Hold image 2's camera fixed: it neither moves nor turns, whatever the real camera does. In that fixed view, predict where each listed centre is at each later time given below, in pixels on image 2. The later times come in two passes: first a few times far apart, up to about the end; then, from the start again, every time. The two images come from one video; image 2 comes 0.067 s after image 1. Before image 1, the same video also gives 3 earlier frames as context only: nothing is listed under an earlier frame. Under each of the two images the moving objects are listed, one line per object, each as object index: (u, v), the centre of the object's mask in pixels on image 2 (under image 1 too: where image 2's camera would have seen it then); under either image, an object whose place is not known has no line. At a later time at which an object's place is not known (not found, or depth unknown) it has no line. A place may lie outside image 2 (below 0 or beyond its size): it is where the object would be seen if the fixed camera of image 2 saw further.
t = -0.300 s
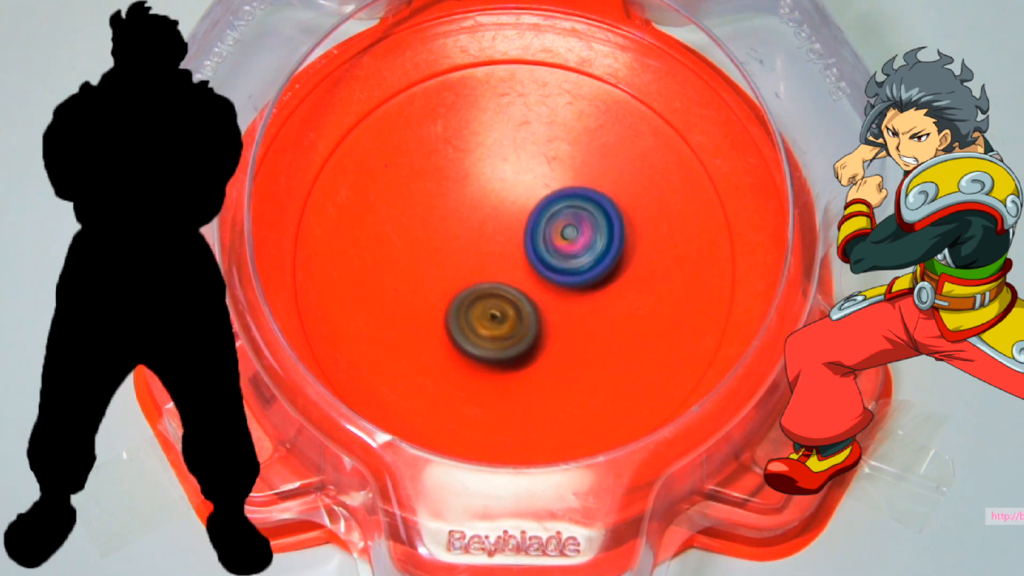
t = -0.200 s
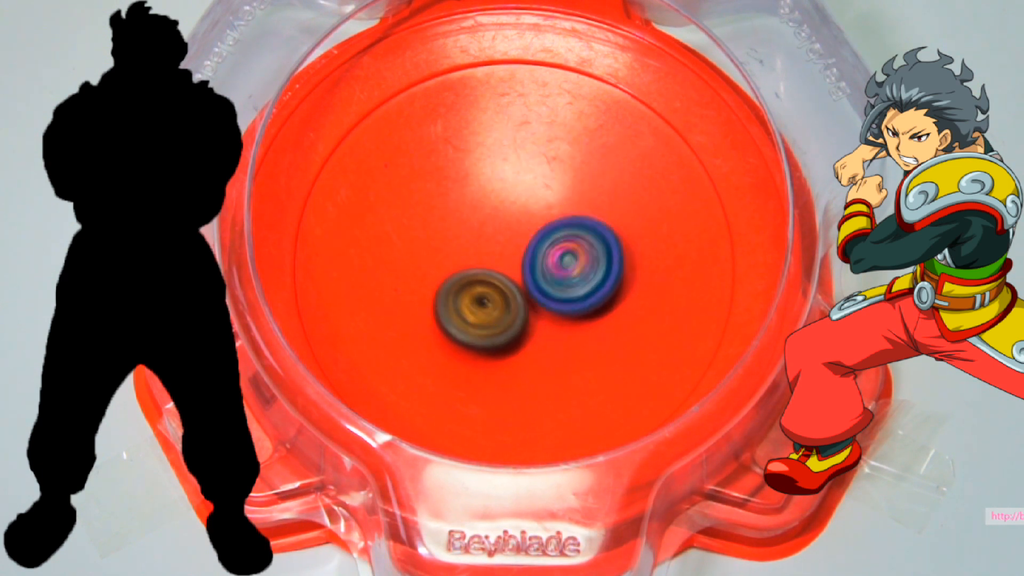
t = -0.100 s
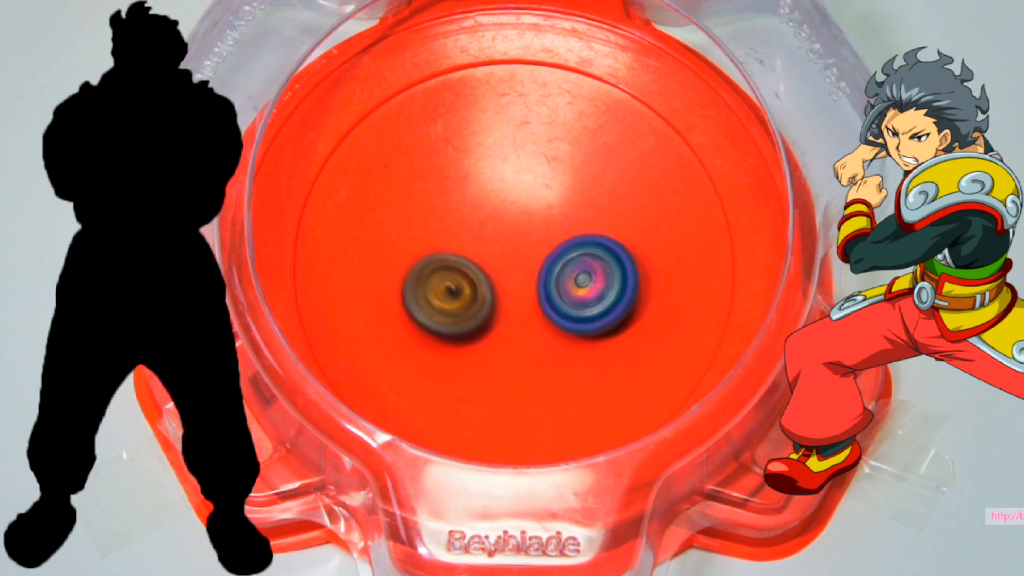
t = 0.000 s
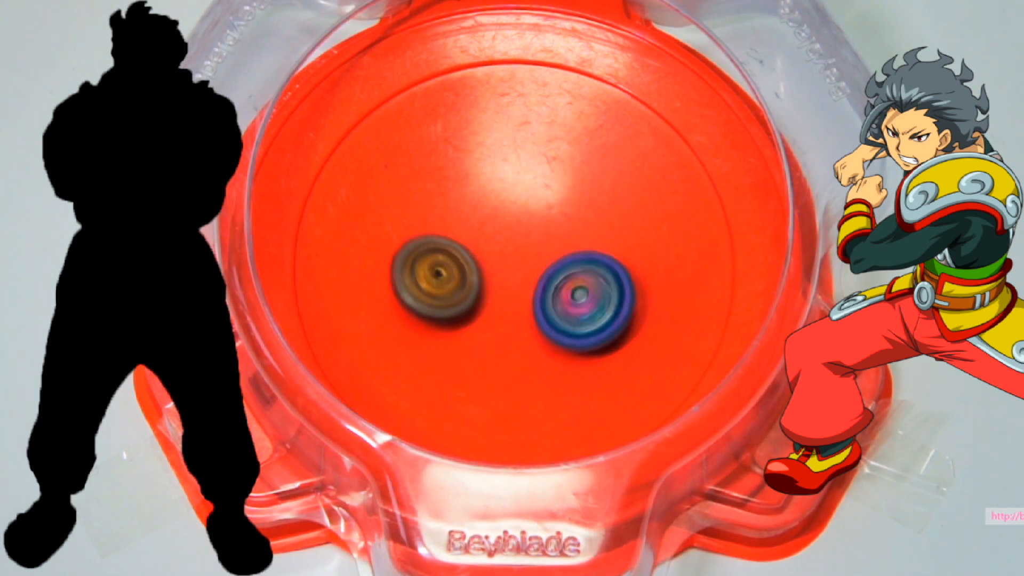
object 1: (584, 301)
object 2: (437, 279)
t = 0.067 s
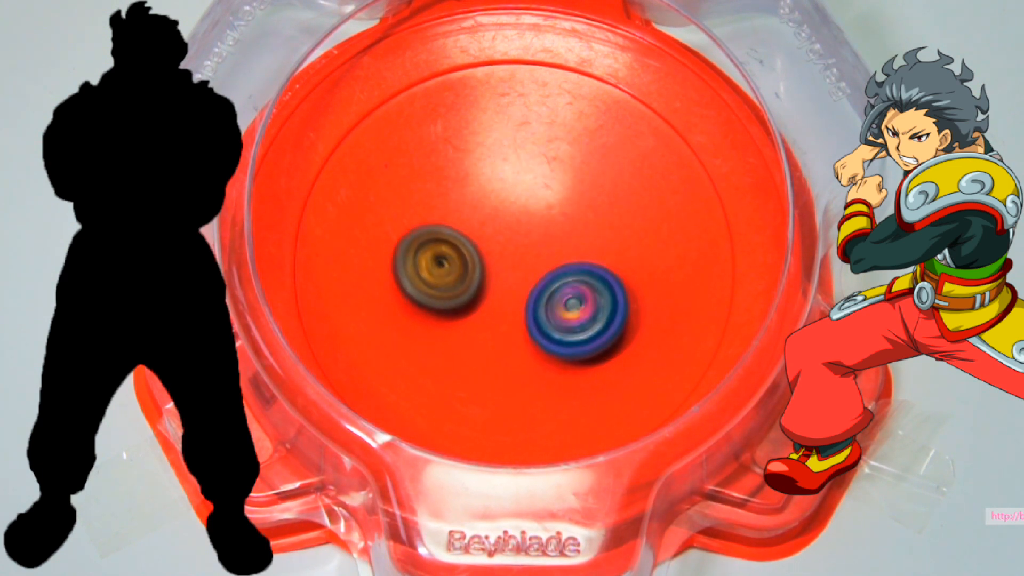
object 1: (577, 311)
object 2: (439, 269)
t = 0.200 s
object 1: (555, 325)
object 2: (454, 248)
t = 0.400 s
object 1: (511, 324)
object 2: (485, 215)
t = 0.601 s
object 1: (474, 296)
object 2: (512, 198)
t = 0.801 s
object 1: (434, 262)
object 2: (562, 196)
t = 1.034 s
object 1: (434, 234)
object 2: (589, 221)
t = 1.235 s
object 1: (474, 219)
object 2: (591, 256)
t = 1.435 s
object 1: (520, 215)
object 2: (571, 302)
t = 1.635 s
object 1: (556, 231)
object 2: (528, 336)
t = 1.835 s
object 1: (572, 264)
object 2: (490, 340)
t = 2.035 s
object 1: (559, 294)
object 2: (458, 317)
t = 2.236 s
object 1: (540, 306)
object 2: (433, 264)
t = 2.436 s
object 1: (515, 296)
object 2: (442, 213)
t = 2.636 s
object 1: (495, 277)
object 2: (479, 179)
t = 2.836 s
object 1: (490, 296)
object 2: (550, 148)
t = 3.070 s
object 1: (501, 286)
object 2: (600, 194)
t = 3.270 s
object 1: (517, 278)
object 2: (607, 260)
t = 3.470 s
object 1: (476, 245)
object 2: (608, 364)
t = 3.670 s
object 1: (487, 229)
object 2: (504, 397)
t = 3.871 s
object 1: (522, 262)
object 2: (382, 253)
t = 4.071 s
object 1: (496, 287)
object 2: (470, 139)
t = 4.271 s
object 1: (502, 255)
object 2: (638, 220)
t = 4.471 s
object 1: (544, 264)
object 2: (598, 363)
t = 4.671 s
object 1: (519, 277)
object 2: (414, 310)
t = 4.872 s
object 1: (517, 240)
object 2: (438, 170)
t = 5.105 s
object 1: (539, 261)
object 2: (634, 226)
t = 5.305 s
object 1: (503, 256)
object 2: (565, 365)
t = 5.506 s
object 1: (520, 236)
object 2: (409, 272)
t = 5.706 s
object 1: (520, 265)
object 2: (498, 159)
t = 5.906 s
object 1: (496, 251)
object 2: (613, 286)
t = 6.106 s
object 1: (523, 249)
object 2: (487, 354)
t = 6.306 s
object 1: (510, 272)
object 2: (444, 205)
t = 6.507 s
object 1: (502, 252)
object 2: (553, 177)
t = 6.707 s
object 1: (510, 243)
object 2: (597, 246)
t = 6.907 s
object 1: (511, 244)
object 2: (561, 321)
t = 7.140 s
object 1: (509, 250)
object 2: (470, 323)
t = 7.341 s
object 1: (518, 253)
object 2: (431, 259)
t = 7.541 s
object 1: (527, 264)
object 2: (479, 184)
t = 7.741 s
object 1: (520, 272)
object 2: (558, 184)
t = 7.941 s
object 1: (512, 265)
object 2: (600, 257)
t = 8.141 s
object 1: (520, 253)
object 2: (557, 334)
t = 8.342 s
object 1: (531, 256)
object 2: (471, 340)
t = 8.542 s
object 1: (526, 265)
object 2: (429, 271)
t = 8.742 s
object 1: (516, 259)
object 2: (466, 197)
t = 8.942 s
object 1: (518, 252)
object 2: (565, 182)
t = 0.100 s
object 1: (573, 316)
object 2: (442, 264)
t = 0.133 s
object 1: (568, 320)
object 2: (445, 259)
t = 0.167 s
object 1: (562, 322)
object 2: (449, 254)
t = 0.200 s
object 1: (555, 325)
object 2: (454, 248)
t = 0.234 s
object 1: (548, 327)
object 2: (459, 243)
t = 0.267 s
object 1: (542, 328)
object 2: (464, 238)
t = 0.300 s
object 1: (535, 328)
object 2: (469, 232)
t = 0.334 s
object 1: (527, 327)
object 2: (475, 226)
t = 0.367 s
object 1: (519, 326)
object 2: (480, 220)
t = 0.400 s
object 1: (511, 324)
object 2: (485, 215)
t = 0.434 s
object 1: (504, 321)
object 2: (490, 210)
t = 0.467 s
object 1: (497, 317)
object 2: (495, 206)
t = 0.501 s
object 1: (490, 313)
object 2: (499, 203)
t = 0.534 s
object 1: (484, 308)
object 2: (504, 201)
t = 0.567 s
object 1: (478, 302)
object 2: (508, 199)
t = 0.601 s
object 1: (474, 296)
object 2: (512, 198)
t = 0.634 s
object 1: (469, 288)
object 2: (516, 198)
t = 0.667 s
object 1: (465, 281)
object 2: (520, 198)
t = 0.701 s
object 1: (462, 274)
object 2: (524, 199)
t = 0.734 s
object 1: (457, 267)
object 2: (532, 200)
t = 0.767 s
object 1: (443, 265)
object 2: (550, 196)
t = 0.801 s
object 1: (434, 262)
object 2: (562, 196)
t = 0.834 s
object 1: (429, 259)
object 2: (570, 199)
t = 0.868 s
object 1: (426, 255)
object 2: (575, 201)
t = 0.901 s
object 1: (426, 251)
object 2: (579, 205)
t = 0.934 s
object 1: (426, 247)
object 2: (582, 209)
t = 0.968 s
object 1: (427, 242)
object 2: (585, 212)
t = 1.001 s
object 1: (430, 238)
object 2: (588, 217)
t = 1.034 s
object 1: (434, 234)
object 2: (589, 221)
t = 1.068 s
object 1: (439, 231)
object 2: (591, 226)
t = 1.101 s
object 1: (444, 228)
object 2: (592, 232)
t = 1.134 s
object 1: (451, 225)
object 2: (593, 237)
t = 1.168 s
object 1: (458, 222)
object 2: (593, 243)
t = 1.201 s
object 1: (466, 221)
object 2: (592, 249)
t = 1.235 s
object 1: (474, 219)
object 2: (591, 256)
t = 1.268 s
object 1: (482, 218)
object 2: (589, 262)
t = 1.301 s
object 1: (491, 218)
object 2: (586, 268)
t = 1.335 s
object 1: (499, 218)
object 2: (583, 275)
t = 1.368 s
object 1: (507, 217)
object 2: (580, 283)
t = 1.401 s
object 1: (513, 215)
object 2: (577, 294)
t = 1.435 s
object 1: (520, 215)
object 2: (571, 302)
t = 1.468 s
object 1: (527, 216)
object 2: (565, 308)
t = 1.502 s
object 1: (533, 218)
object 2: (558, 315)
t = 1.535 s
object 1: (540, 221)
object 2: (551, 321)
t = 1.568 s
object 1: (546, 224)
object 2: (544, 328)
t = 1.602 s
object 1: (551, 227)
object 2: (535, 332)
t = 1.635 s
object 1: (556, 231)
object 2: (528, 336)
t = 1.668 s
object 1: (561, 236)
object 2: (521, 339)
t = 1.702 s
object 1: (565, 241)
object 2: (514, 341)
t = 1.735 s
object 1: (568, 247)
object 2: (507, 342)
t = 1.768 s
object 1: (570, 252)
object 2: (501, 342)
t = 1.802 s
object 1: (571, 258)
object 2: (495, 341)
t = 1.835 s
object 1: (572, 264)
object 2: (490, 340)
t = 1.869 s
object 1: (571, 269)
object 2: (485, 338)
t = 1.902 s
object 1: (569, 274)
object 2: (480, 335)
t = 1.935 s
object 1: (566, 280)
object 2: (475, 331)
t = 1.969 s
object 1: (563, 285)
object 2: (471, 328)
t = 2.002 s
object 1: (562, 289)
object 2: (464, 323)
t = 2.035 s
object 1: (559, 294)
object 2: (458, 317)
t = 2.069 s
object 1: (555, 296)
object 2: (454, 310)
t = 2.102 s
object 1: (550, 300)
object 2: (450, 302)
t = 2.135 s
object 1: (550, 303)
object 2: (442, 293)
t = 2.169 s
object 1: (548, 305)
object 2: (438, 284)
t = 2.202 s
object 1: (544, 305)
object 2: (435, 273)
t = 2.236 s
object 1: (540, 306)
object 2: (433, 264)
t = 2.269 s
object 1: (536, 305)
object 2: (432, 254)
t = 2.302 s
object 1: (531, 305)
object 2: (431, 245)
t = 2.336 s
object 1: (527, 304)
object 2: (433, 237)
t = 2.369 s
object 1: (523, 302)
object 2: (435, 228)
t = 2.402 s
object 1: (518, 299)
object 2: (438, 220)
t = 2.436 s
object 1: (515, 296)
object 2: (442, 213)
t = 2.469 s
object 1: (511, 292)
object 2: (446, 207)
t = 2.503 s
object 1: (507, 288)
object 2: (451, 201)
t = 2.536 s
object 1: (504, 283)
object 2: (456, 195)
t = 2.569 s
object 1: (501, 278)
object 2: (462, 190)
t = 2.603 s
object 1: (499, 275)
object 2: (469, 185)
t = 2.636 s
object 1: (495, 277)
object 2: (479, 179)
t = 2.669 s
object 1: (492, 287)
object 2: (493, 162)
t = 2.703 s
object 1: (489, 293)
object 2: (507, 152)
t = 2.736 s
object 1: (488, 296)
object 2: (520, 147)
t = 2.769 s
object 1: (488, 297)
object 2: (530, 146)
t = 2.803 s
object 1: (489, 296)
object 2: (541, 147)
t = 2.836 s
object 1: (490, 296)
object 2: (550, 148)
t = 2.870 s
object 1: (491, 294)
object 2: (559, 151)
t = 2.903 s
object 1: (492, 294)
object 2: (567, 155)
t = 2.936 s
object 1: (493, 292)
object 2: (576, 162)
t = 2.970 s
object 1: (494, 292)
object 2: (583, 168)
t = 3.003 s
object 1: (496, 289)
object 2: (590, 176)
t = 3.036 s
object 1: (498, 288)
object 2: (596, 184)
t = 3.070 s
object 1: (501, 286)
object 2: (600, 194)
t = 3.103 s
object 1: (502, 285)
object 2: (604, 205)
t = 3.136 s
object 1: (505, 284)
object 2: (607, 215)
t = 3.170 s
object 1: (508, 282)
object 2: (609, 226)
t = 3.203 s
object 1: (511, 281)
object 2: (610, 237)
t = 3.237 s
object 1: (514, 279)
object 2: (608, 249)
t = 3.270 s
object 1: (517, 278)
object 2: (607, 260)
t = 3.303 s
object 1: (508, 270)
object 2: (617, 279)
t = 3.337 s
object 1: (495, 263)
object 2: (624, 297)
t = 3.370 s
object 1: (487, 257)
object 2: (628, 316)
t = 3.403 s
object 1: (481, 252)
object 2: (625, 334)
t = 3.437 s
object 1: (478, 248)
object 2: (617, 350)
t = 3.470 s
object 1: (476, 245)
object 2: (608, 364)
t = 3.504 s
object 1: (476, 242)
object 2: (596, 375)
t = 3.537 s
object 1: (475, 240)
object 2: (582, 384)
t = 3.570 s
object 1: (476, 236)
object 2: (569, 391)
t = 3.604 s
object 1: (477, 234)
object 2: (556, 396)
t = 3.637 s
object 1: (481, 231)
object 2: (533, 400)
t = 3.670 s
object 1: (487, 229)
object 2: (504, 397)
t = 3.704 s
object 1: (494, 229)
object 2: (473, 386)
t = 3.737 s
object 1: (502, 232)
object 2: (448, 369)
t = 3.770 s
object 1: (509, 236)
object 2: (423, 343)
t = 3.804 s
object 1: (515, 244)
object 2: (404, 315)
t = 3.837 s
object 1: (520, 252)
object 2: (389, 284)
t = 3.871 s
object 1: (522, 262)
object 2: (382, 253)
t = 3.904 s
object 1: (522, 271)
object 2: (380, 224)
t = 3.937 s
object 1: (519, 279)
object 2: (388, 197)
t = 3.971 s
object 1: (515, 285)
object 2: (400, 176)
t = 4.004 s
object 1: (508, 288)
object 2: (419, 158)
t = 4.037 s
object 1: (502, 288)
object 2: (442, 147)
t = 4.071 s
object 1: (496, 287)
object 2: (470, 139)
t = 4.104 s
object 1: (491, 283)
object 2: (504, 138)
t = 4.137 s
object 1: (489, 278)
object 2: (536, 143)
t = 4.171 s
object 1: (488, 272)
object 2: (567, 152)
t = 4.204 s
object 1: (490, 266)
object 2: (595, 170)
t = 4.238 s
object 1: (495, 260)
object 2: (619, 191)
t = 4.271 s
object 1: (502, 255)
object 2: (638, 220)
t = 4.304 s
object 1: (510, 252)
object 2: (650, 250)
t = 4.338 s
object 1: (519, 250)
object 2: (656, 279)
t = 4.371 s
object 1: (527, 251)
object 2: (652, 307)
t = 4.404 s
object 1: (535, 254)
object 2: (641, 331)
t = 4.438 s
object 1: (540, 259)
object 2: (622, 348)
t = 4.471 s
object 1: (544, 264)
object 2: (598, 363)
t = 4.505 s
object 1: (544, 270)
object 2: (569, 372)
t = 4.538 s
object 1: (542, 274)
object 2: (536, 373)
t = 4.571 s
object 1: (538, 278)
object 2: (501, 366)
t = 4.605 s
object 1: (532, 280)
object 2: (467, 353)
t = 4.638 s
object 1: (525, 280)
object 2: (437, 333)
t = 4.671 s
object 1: (519, 277)
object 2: (414, 310)
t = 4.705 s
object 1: (514, 273)
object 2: (398, 283)
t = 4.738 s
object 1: (510, 266)
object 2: (392, 256)
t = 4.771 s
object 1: (508, 259)
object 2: (393, 230)
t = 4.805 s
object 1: (509, 252)
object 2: (402, 205)
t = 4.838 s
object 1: (512, 246)
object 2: (417, 185)
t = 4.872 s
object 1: (517, 240)
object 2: (438, 170)
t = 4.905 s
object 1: (522, 237)
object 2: (463, 159)
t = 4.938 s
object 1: (529, 236)
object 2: (494, 153)
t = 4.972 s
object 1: (534, 239)
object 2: (529, 152)
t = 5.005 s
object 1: (538, 244)
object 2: (562, 160)
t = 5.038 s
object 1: (541, 249)
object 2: (592, 176)
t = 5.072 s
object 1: (540, 255)
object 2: (616, 199)
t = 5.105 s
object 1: (539, 261)
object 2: (634, 226)
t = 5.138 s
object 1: (533, 265)
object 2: (642, 255)
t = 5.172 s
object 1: (527, 267)
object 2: (643, 285)
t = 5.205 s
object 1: (519, 267)
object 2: (635, 312)
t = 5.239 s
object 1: (513, 265)
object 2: (619, 336)
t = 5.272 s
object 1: (506, 261)
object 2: (595, 353)
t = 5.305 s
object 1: (503, 256)
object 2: (565, 365)
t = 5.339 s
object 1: (501, 250)
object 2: (533, 367)
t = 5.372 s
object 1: (502, 244)
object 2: (500, 362)
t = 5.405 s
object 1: (505, 239)
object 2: (468, 348)
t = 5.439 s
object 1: (510, 235)
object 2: (442, 328)
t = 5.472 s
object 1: (515, 235)
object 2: (421, 302)
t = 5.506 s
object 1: (520, 236)
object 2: (409, 272)
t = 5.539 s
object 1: (525, 239)
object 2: (406, 243)
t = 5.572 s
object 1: (528, 244)
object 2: (411, 215)
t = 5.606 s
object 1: (530, 250)
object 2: (424, 191)
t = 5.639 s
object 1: (528, 256)
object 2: (443, 174)
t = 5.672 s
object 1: (525, 262)
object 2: (468, 163)
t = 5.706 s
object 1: (520, 265)
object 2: (498, 159)
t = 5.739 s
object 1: (514, 267)
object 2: (529, 164)
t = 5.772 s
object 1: (507, 267)
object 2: (559, 178)
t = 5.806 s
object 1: (501, 264)
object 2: (582, 200)
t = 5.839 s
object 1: (498, 261)
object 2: (601, 228)
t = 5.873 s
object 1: (495, 256)
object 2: (611, 257)
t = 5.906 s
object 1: (496, 251)
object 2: (613, 286)
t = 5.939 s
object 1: (498, 246)
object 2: (605, 314)
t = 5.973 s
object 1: (502, 242)
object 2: (590, 339)
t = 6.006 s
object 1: (508, 241)
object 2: (569, 355)
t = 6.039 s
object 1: (514, 242)
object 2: (547, 364)
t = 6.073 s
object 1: (520, 245)
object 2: (517, 363)
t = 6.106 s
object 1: (523, 249)
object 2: (487, 354)
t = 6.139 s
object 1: (526, 255)
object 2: (465, 338)
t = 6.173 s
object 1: (526, 260)
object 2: (446, 314)
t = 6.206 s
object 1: (524, 265)
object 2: (432, 287)
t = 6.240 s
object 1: (520, 269)
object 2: (428, 259)
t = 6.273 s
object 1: (515, 271)
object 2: (433, 231)
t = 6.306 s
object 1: (510, 272)
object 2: (444, 205)
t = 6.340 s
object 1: (505, 270)
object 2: (464, 186)
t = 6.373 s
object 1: (501, 266)
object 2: (486, 172)
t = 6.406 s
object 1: (499, 262)
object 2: (512, 167)
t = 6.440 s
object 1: (500, 257)
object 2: (530, 167)
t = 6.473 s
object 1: (500, 256)
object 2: (541, 172)
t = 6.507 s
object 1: (502, 252)
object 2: (553, 177)
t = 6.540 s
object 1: (503, 252)
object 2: (564, 184)
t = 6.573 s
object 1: (505, 249)
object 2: (572, 193)
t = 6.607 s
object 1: (508, 248)
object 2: (581, 203)
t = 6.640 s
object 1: (507, 247)
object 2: (589, 216)
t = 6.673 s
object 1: (508, 245)
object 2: (595, 230)
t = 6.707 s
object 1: (510, 243)
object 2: (597, 246)
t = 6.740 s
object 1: (510, 242)
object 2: (597, 262)
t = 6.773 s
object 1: (511, 242)
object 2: (594, 277)
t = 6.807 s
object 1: (511, 242)
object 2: (587, 291)
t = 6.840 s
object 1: (512, 243)
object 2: (579, 302)
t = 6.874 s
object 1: (511, 244)
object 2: (570, 312)
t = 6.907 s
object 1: (511, 244)
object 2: (561, 321)
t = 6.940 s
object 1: (511, 246)
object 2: (548, 327)
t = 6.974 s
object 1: (511, 246)
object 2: (536, 332)
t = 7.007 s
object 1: (512, 247)
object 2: (522, 335)
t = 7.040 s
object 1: (511, 249)
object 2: (509, 336)
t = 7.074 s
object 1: (510, 249)
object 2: (496, 333)
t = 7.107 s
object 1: (510, 249)
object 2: (482, 329)
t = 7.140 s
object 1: (509, 250)
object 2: (470, 323)
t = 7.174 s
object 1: (509, 250)
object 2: (458, 317)
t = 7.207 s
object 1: (511, 250)
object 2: (449, 308)
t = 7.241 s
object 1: (511, 250)
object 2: (442, 296)
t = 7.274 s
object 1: (514, 251)
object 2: (434, 285)
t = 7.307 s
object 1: (517, 253)
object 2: (431, 273)
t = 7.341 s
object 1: (518, 253)
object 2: (431, 259)
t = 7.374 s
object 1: (518, 253)
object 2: (435, 247)
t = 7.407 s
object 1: (521, 254)
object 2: (439, 235)
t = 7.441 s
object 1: (525, 258)
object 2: (445, 217)
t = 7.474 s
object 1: (526, 261)
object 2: (455, 204)
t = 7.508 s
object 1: (526, 263)
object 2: (466, 193)
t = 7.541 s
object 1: (527, 264)
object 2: (479, 184)
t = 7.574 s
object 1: (528, 266)
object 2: (492, 178)
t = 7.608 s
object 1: (528, 268)
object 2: (506, 175)
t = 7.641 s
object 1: (527, 270)
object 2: (519, 173)
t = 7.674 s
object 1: (524, 272)
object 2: (533, 174)
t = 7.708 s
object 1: (522, 273)
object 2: (546, 179)
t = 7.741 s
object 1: (520, 272)
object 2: (558, 184)
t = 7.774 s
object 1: (518, 272)
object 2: (570, 192)
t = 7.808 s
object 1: (516, 271)
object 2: (579, 202)
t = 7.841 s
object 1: (515, 271)
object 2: (588, 214)
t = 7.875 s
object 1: (513, 270)
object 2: (594, 227)
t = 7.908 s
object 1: (512, 267)
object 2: (598, 242)
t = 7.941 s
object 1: (512, 265)
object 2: (600, 257)
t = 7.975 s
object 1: (511, 262)
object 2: (598, 272)
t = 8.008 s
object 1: (512, 259)
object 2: (595, 287)
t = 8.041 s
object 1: (514, 257)
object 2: (589, 300)
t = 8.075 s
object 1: (514, 256)
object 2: (580, 313)
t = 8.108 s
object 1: (517, 253)
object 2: (569, 324)
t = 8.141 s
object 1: (520, 253)
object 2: (557, 334)
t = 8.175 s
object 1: (522, 253)
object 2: (543, 342)
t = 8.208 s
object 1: (524, 252)
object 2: (529, 346)
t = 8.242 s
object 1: (527, 254)
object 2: (513, 349)
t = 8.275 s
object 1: (527, 254)
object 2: (499, 349)
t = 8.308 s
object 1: (529, 254)
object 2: (485, 345)
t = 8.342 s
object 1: (531, 256)
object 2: (471, 340)
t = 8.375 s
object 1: (531, 259)
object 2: (459, 332)
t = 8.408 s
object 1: (531, 260)
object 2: (448, 322)
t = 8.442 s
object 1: (530, 262)
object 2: (440, 312)
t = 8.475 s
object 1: (528, 263)
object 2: (434, 298)
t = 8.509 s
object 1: (527, 264)
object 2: (430, 285)
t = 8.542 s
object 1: (526, 265)
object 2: (429, 271)
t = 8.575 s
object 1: (523, 265)
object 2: (430, 258)
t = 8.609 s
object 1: (521, 264)
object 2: (433, 244)
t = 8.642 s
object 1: (520, 264)
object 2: (439, 232)
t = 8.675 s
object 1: (518, 262)
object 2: (446, 220)
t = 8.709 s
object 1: (516, 260)
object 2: (455, 207)
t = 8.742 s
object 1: (516, 259)
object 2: (466, 197)
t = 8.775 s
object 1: (516, 259)
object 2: (482, 188)
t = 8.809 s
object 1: (515, 258)
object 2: (500, 181)
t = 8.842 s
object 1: (514, 256)
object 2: (518, 178)
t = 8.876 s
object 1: (514, 254)
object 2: (535, 176)
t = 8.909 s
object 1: (515, 253)
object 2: (550, 178)
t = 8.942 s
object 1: (518, 252)
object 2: (565, 182)
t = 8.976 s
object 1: (520, 252)
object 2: (578, 188)
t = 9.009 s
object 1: (521, 253)
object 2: (590, 195)
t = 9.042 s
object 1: (521, 254)
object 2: (599, 205)
